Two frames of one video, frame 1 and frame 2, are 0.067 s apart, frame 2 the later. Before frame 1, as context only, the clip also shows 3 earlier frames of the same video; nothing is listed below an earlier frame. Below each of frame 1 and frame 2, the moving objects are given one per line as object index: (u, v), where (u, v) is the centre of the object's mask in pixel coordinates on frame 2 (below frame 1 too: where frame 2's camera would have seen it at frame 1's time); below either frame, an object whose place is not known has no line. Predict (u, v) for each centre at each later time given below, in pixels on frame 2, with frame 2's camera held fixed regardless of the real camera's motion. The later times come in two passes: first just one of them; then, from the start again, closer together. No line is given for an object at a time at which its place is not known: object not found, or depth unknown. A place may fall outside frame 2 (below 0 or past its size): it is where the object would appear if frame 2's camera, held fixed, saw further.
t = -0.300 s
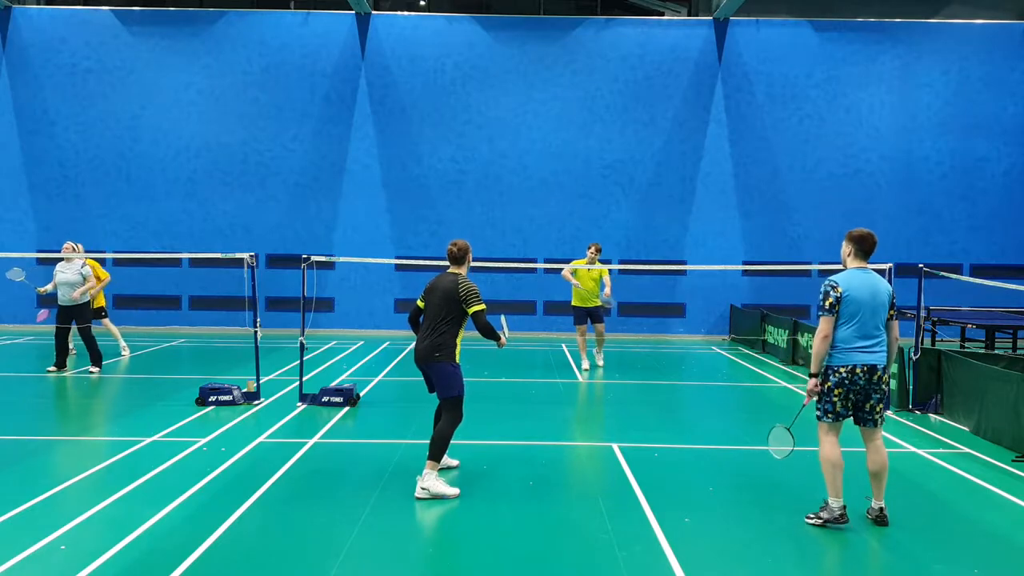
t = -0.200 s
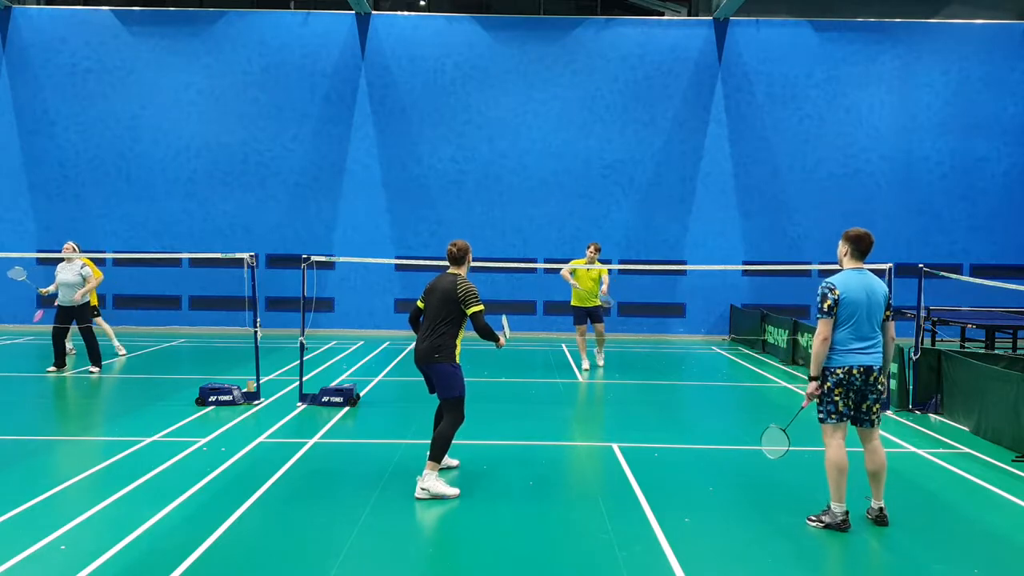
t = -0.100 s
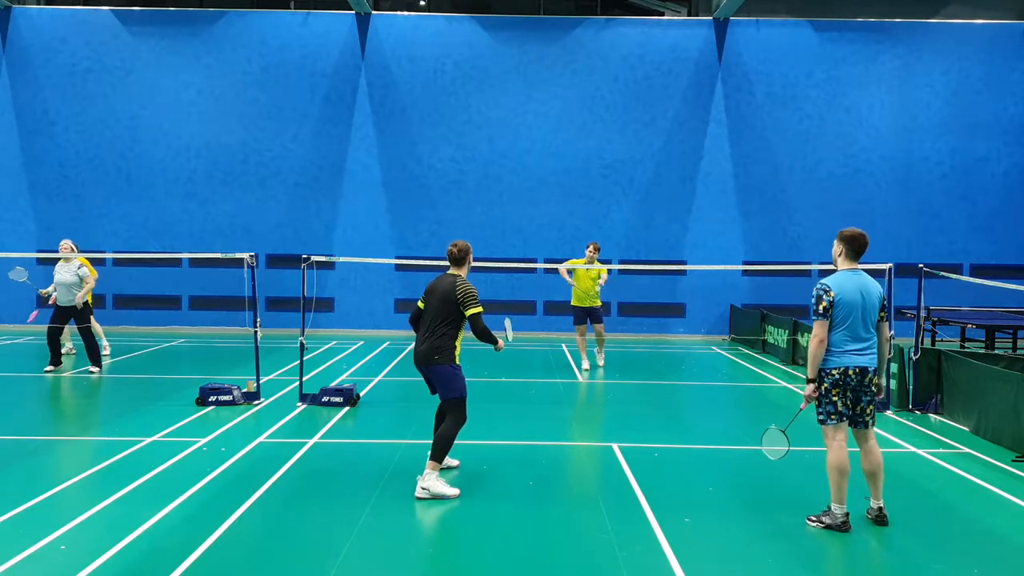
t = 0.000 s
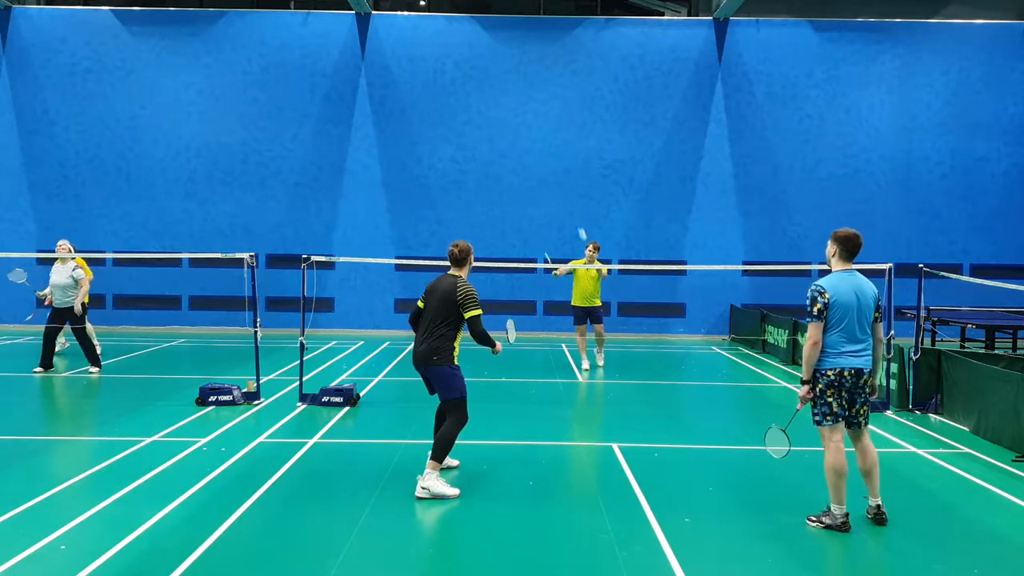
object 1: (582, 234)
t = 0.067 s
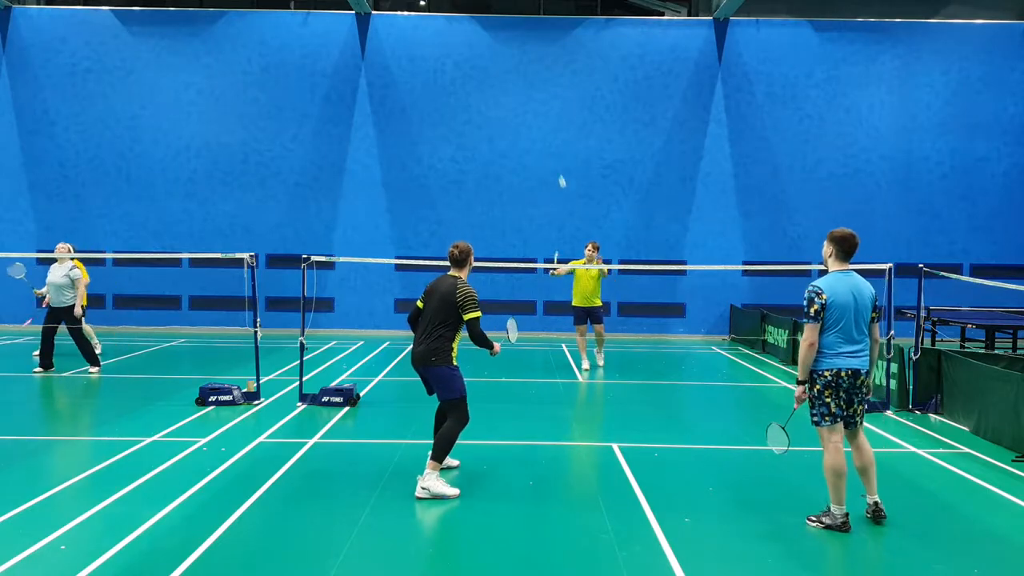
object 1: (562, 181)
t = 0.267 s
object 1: (514, 60)
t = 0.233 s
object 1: (522, 77)
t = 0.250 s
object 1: (518, 68)
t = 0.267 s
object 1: (514, 60)
